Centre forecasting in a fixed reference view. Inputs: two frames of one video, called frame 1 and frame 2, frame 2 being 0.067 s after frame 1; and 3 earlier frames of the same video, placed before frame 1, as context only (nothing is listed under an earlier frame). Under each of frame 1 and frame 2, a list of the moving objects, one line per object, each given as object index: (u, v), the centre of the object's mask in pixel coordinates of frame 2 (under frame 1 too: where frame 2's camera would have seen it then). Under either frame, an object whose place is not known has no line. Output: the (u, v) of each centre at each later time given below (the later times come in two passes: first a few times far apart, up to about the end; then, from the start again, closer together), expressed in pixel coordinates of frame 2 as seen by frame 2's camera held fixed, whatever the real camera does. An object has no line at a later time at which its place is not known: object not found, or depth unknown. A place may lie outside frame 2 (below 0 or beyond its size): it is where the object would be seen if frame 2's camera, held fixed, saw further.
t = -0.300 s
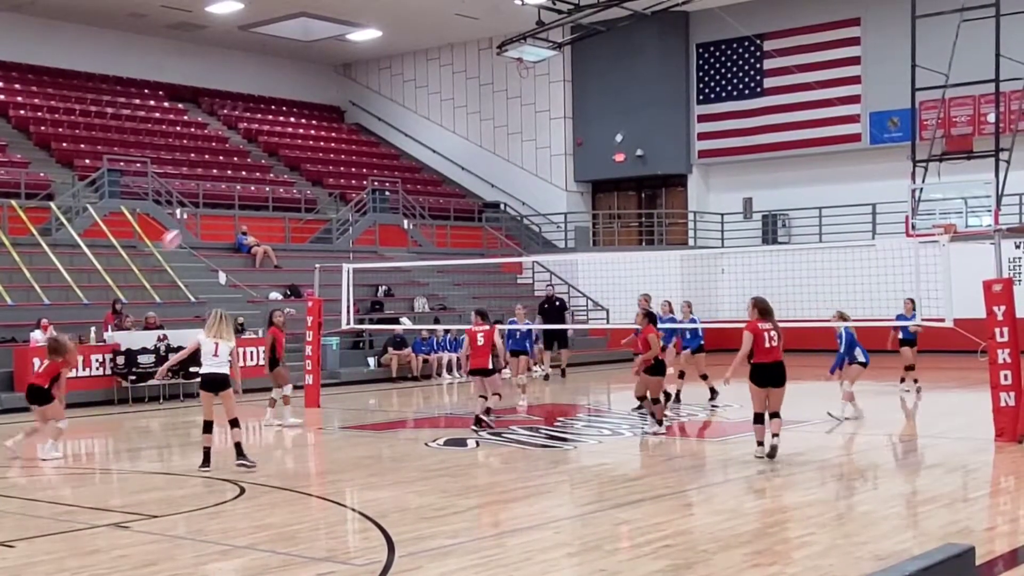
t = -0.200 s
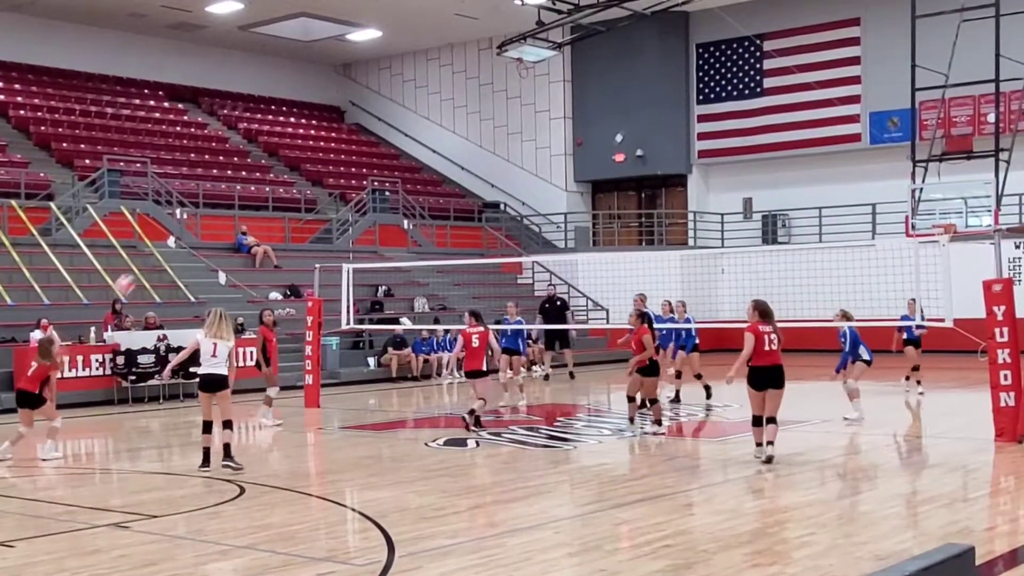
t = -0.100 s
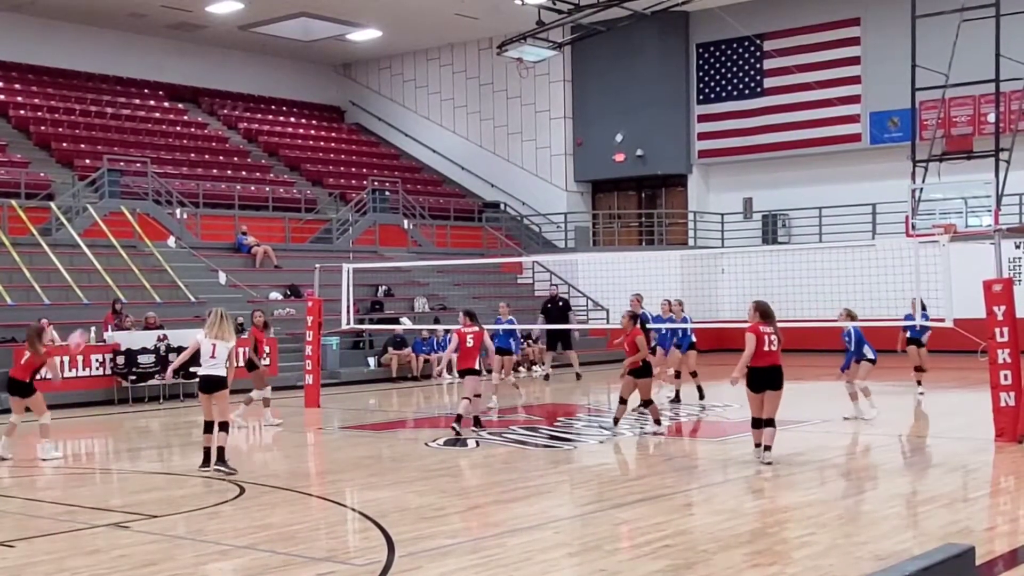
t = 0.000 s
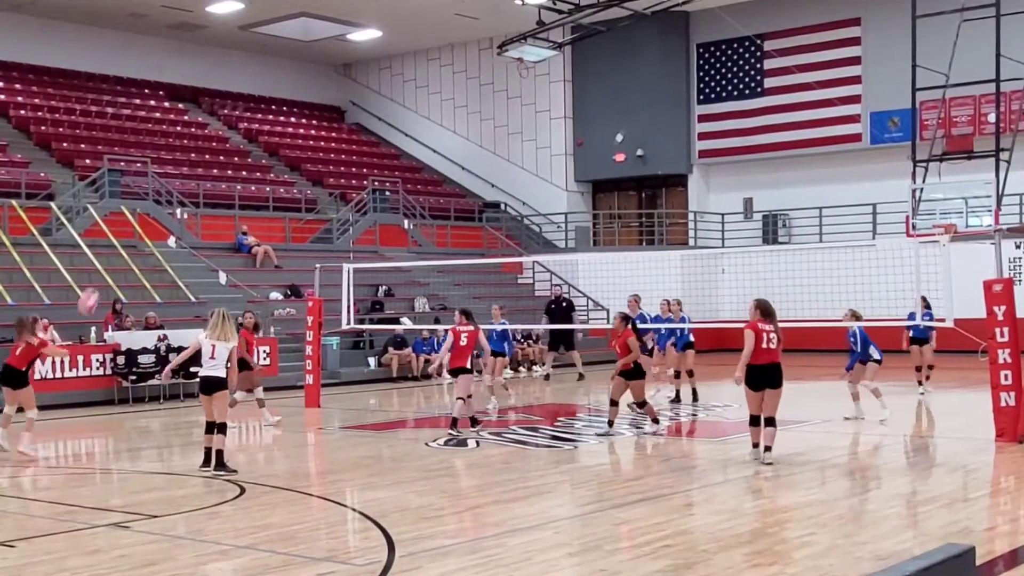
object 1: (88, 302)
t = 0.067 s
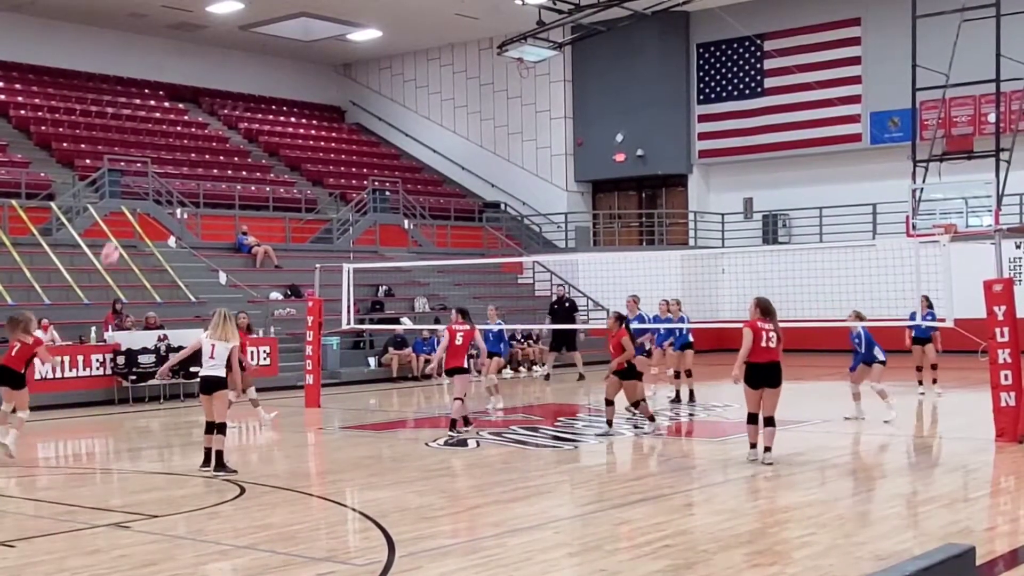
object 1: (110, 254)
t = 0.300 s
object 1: (186, 119)
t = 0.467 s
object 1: (238, 54)
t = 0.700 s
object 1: (309, 7)
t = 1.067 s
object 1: (421, 25)
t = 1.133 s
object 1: (441, 42)
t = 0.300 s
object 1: (186, 119)
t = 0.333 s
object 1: (197, 105)
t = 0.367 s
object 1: (207, 90)
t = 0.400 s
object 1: (217, 76)
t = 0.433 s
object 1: (228, 65)
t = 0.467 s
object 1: (238, 54)
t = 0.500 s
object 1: (248, 44)
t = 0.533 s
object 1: (258, 34)
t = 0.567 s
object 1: (269, 26)
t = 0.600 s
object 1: (280, 19)
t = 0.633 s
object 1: (289, 14)
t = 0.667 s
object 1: (300, 9)
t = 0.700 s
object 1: (309, 7)
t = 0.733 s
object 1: (320, 5)
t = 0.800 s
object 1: (340, 4)
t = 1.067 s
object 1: (421, 25)
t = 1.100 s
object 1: (431, 33)
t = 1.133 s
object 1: (441, 42)
